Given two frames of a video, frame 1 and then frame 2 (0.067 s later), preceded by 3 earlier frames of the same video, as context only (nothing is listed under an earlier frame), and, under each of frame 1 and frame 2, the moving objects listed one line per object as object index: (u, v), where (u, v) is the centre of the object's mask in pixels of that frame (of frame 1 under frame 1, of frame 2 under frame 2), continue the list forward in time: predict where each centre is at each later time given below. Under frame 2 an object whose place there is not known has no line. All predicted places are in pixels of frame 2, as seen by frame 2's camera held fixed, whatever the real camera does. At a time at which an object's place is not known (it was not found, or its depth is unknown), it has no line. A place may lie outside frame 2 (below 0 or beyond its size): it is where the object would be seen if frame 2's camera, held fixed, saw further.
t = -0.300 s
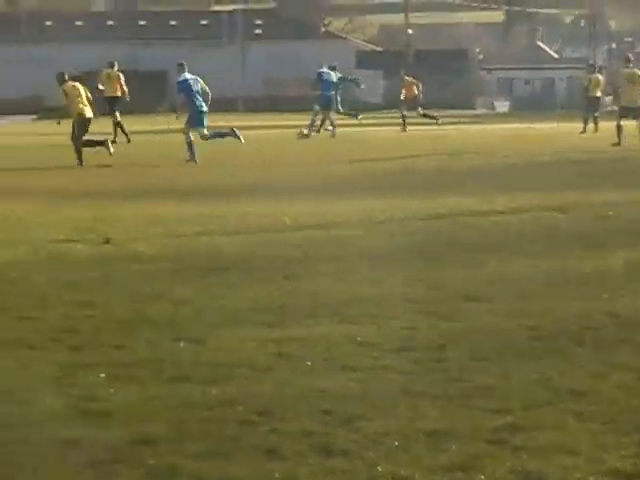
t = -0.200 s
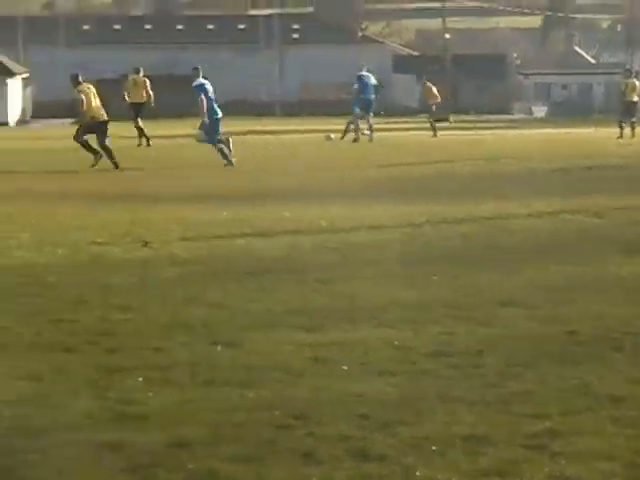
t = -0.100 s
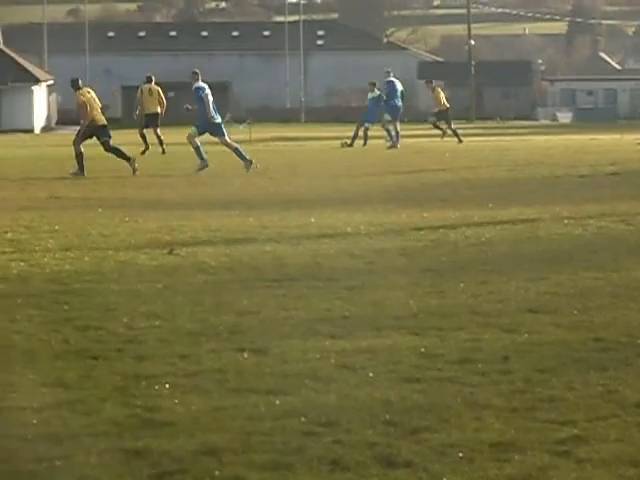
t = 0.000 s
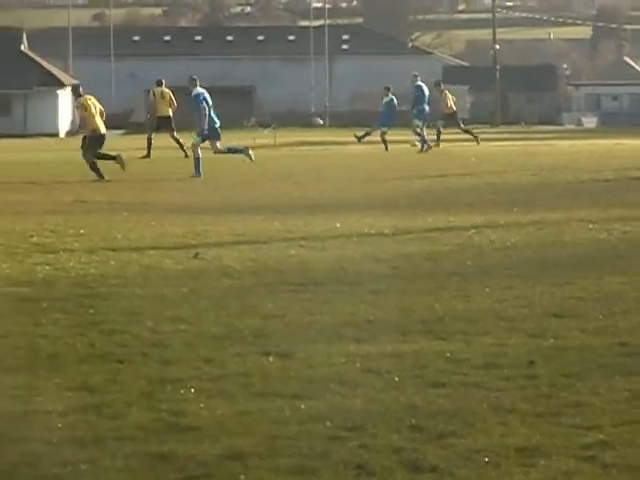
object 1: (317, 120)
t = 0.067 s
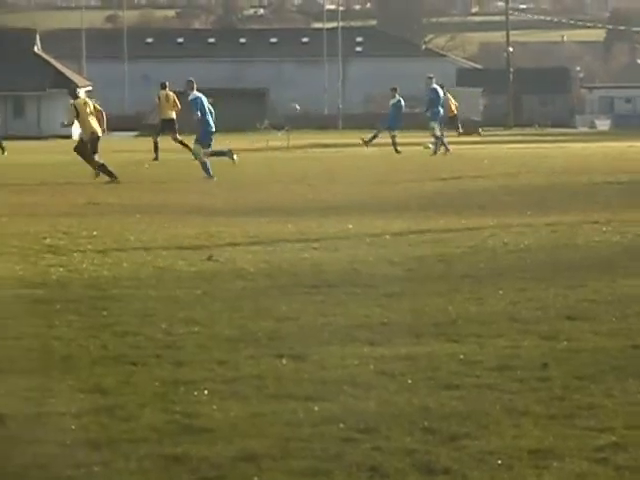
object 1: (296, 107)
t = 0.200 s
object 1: (224, 78)
